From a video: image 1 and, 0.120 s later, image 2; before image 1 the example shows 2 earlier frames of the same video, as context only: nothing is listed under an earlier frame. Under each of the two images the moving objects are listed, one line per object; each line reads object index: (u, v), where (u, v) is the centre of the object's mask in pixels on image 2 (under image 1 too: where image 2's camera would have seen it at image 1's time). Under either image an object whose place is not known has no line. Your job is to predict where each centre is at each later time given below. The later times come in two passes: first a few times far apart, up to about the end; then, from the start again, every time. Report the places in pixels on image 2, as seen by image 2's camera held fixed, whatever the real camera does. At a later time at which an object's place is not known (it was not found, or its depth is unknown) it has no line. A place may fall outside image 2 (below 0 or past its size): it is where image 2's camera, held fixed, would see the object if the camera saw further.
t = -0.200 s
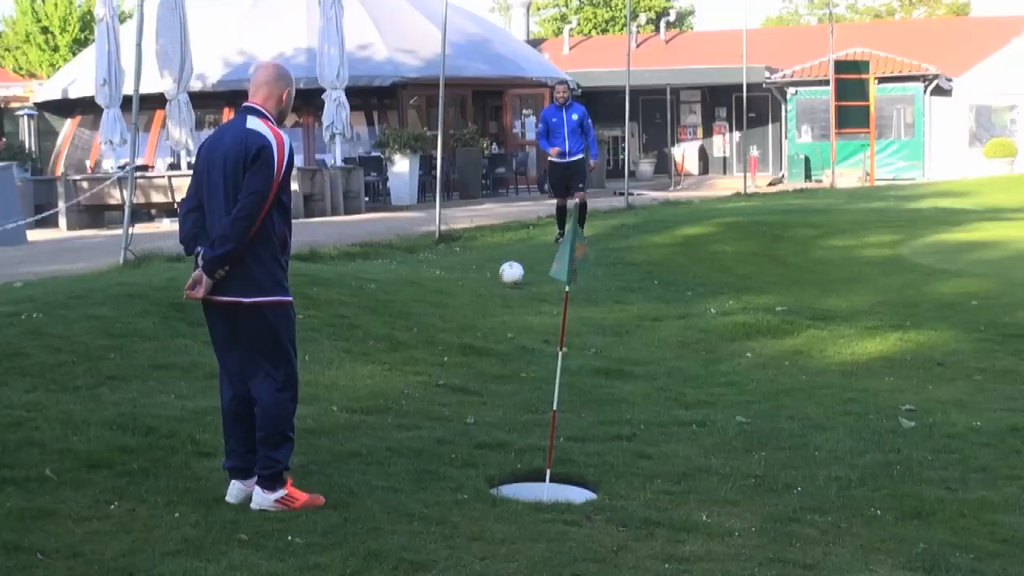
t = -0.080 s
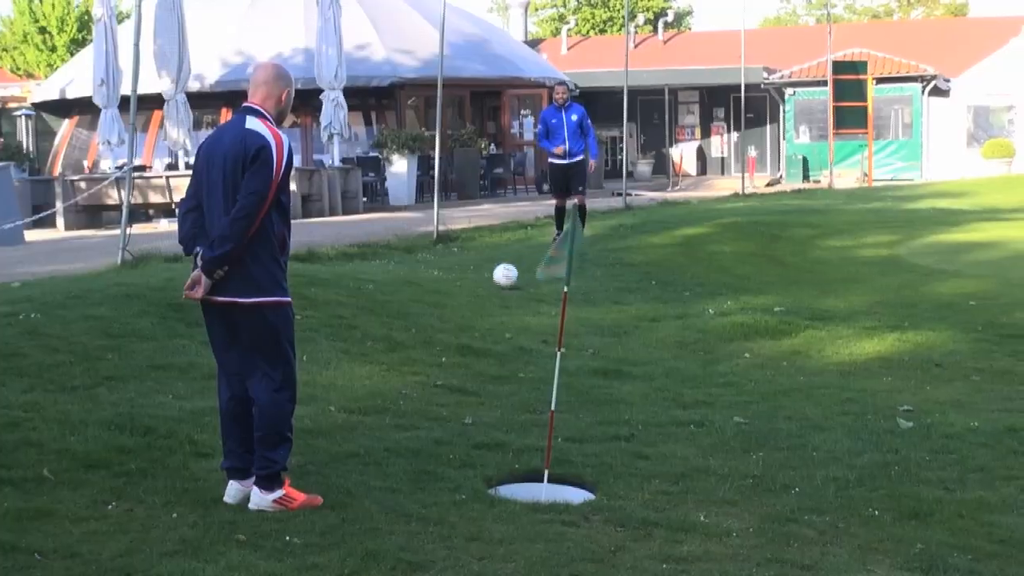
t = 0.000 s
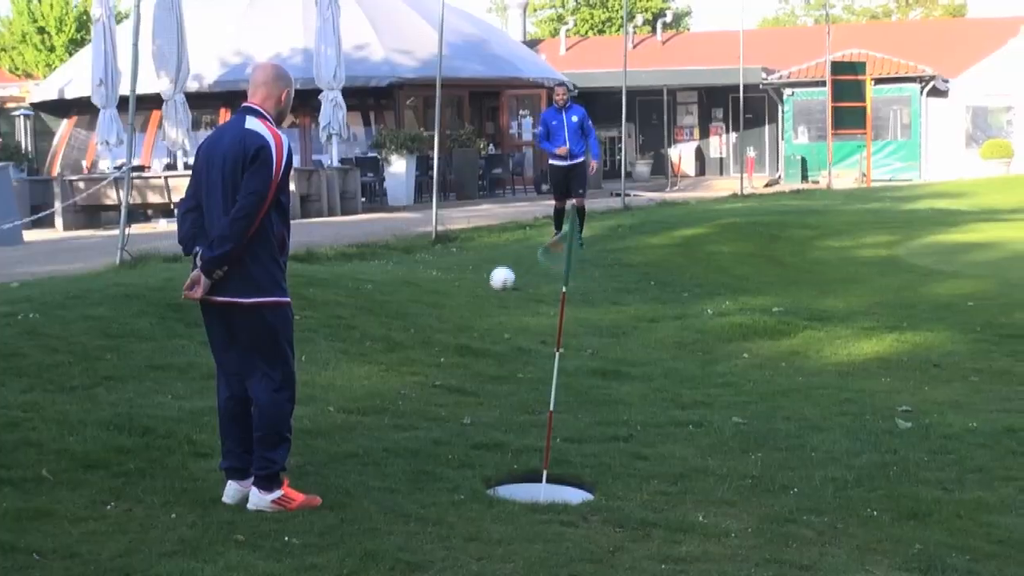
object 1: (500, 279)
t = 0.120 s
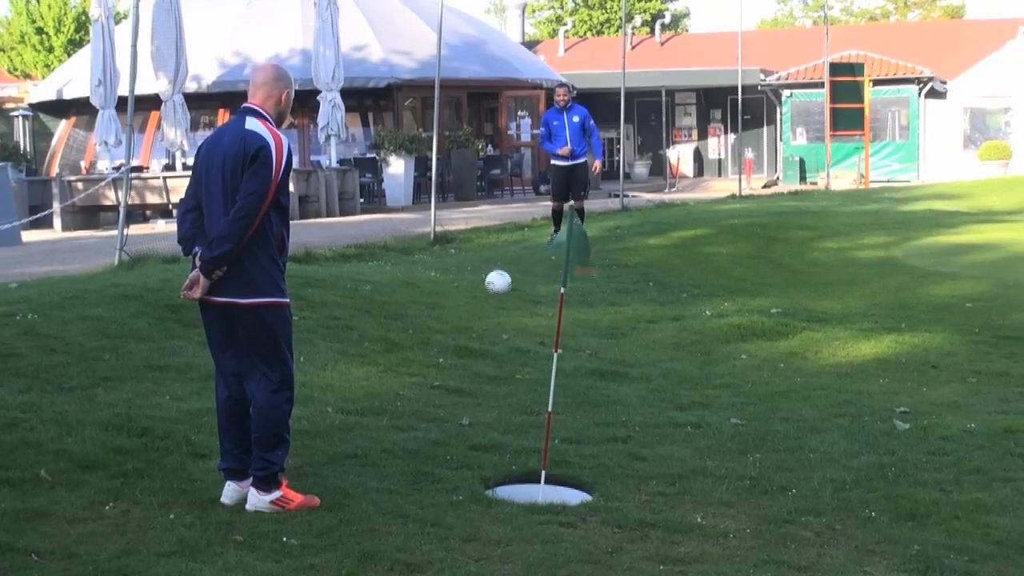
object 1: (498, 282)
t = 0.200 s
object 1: (496, 283)
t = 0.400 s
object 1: (494, 289)
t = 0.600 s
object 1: (498, 297)
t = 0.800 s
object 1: (507, 306)
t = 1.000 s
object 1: (521, 316)
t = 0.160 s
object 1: (497, 283)
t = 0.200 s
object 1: (496, 283)
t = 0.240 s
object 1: (496, 284)
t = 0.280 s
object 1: (495, 286)
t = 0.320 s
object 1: (495, 288)
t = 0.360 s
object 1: (494, 289)
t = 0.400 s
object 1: (494, 289)
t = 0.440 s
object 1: (494, 291)
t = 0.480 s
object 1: (495, 293)
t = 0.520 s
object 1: (496, 294)
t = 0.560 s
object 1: (497, 296)
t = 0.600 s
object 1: (498, 297)
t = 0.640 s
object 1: (499, 299)
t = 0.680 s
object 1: (501, 301)
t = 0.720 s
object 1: (503, 302)
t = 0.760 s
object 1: (505, 304)
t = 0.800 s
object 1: (507, 306)
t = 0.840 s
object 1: (509, 307)
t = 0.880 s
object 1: (512, 309)
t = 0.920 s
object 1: (514, 312)
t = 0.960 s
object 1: (518, 314)
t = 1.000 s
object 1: (521, 316)
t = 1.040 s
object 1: (524, 318)
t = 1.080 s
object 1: (528, 321)
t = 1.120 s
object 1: (531, 323)
